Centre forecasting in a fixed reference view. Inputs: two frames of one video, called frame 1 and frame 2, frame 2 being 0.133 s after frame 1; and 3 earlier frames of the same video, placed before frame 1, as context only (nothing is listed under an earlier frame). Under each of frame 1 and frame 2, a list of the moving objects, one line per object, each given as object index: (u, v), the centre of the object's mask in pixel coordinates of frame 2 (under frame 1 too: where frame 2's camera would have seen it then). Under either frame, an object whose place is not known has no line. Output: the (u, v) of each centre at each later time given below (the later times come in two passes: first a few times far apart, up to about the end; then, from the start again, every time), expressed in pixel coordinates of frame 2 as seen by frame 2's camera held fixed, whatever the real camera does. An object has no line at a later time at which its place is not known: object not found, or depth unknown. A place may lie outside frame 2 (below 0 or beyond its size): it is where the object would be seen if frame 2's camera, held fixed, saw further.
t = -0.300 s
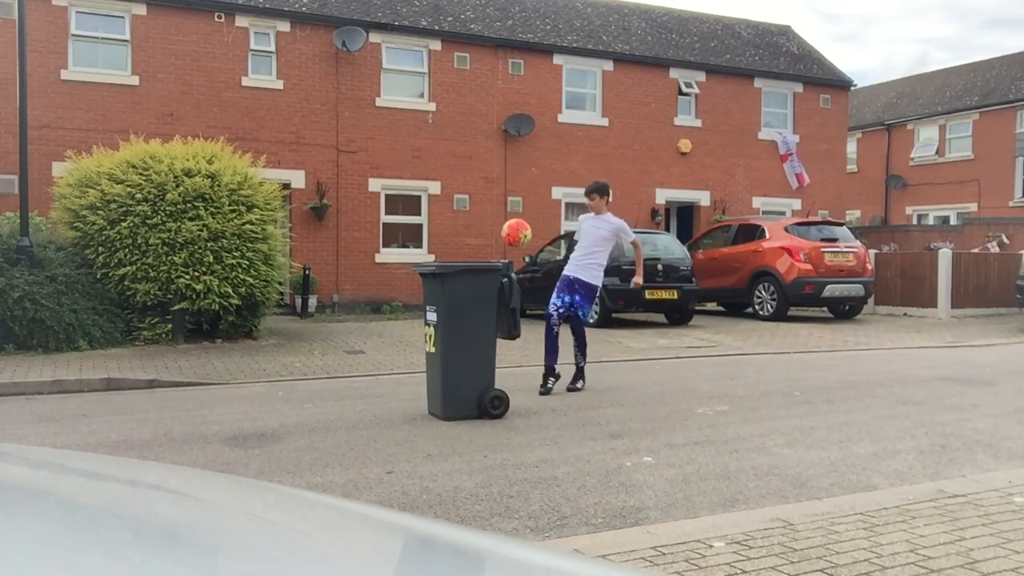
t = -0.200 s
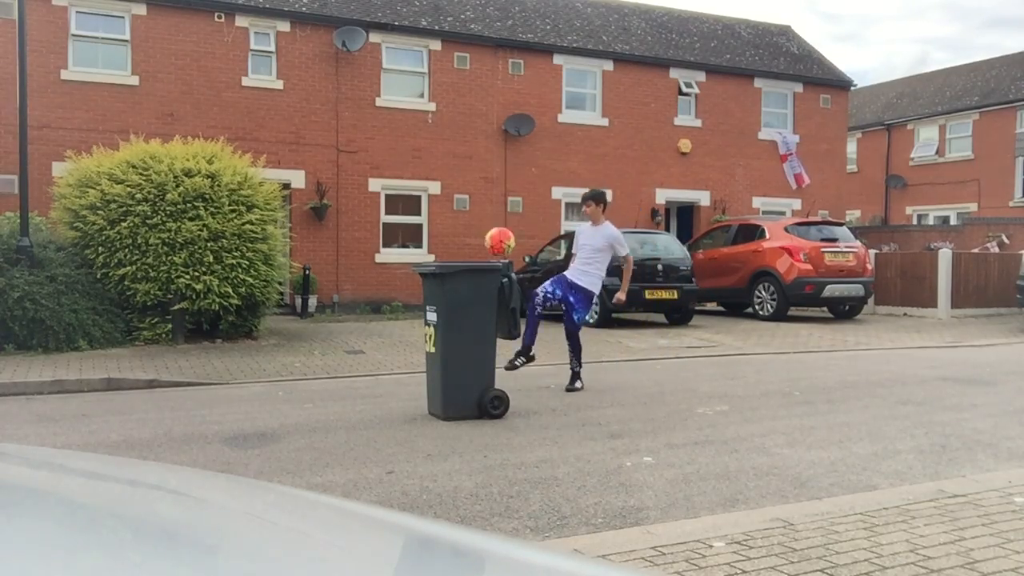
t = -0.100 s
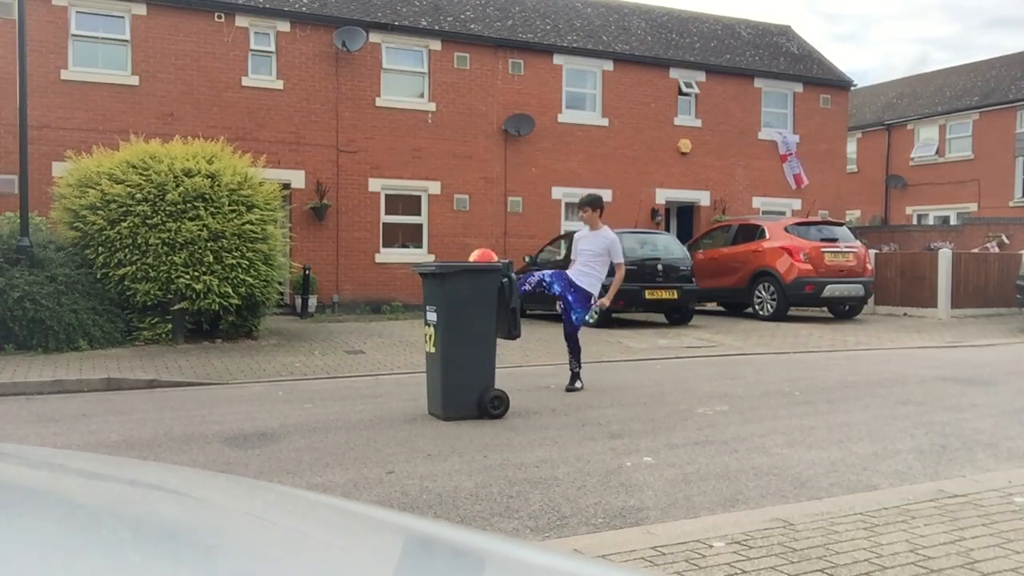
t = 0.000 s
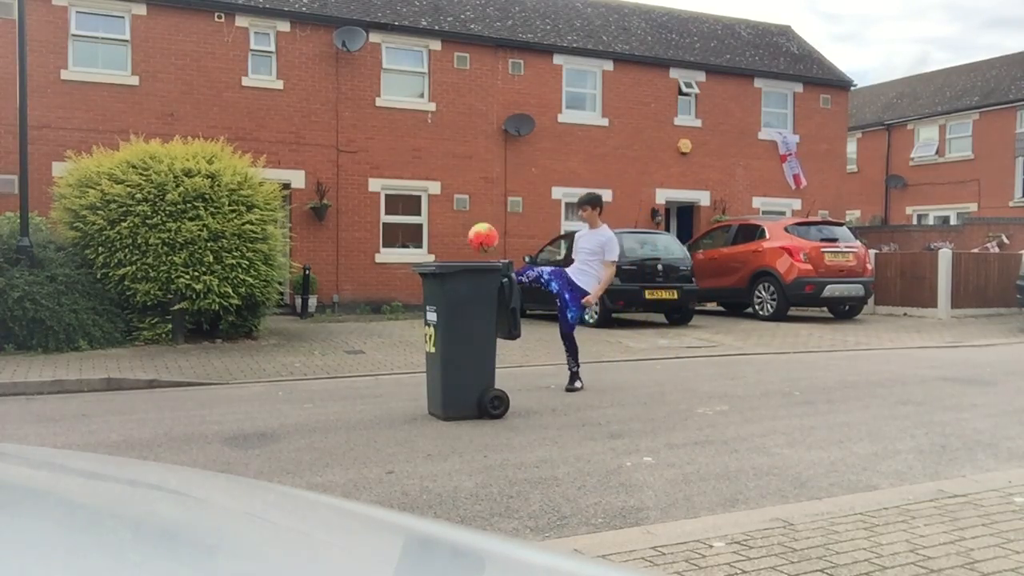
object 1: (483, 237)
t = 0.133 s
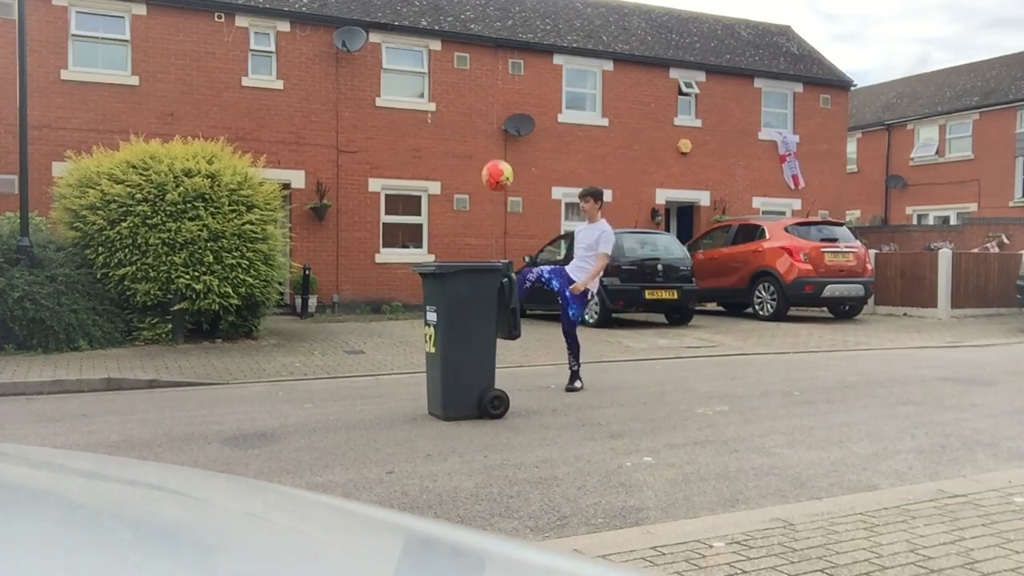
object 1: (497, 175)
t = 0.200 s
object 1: (505, 152)
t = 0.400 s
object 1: (525, 120)
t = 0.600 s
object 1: (552, 140)
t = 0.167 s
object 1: (501, 162)
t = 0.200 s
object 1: (505, 152)
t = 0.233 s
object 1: (509, 142)
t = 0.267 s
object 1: (512, 134)
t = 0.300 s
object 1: (516, 128)
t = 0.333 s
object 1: (520, 123)
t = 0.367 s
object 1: (523, 120)
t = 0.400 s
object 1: (525, 120)
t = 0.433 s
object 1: (532, 118)
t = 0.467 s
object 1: (536, 118)
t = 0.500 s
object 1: (540, 121)
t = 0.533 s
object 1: (544, 126)
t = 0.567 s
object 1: (548, 132)
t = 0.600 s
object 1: (552, 140)
